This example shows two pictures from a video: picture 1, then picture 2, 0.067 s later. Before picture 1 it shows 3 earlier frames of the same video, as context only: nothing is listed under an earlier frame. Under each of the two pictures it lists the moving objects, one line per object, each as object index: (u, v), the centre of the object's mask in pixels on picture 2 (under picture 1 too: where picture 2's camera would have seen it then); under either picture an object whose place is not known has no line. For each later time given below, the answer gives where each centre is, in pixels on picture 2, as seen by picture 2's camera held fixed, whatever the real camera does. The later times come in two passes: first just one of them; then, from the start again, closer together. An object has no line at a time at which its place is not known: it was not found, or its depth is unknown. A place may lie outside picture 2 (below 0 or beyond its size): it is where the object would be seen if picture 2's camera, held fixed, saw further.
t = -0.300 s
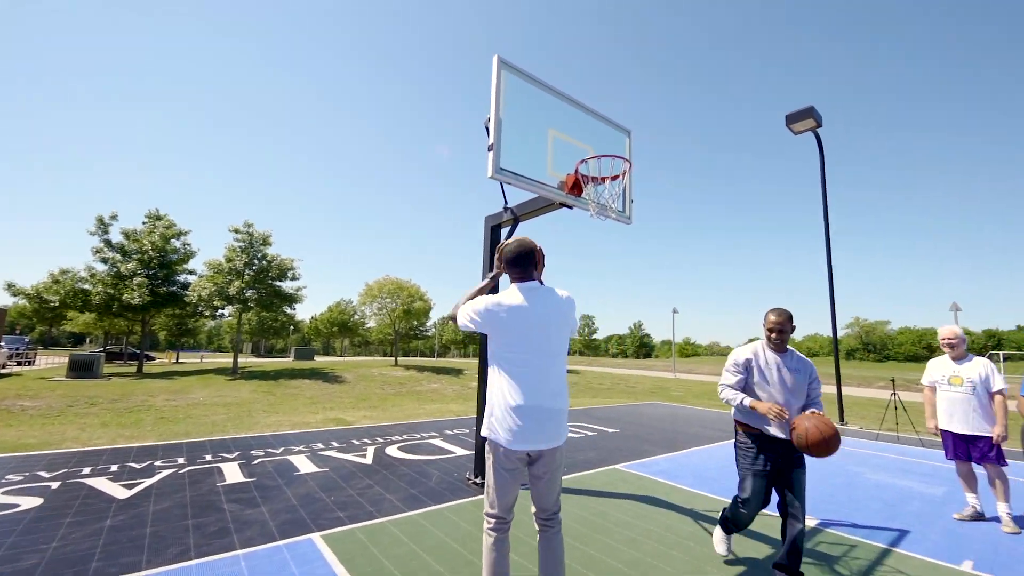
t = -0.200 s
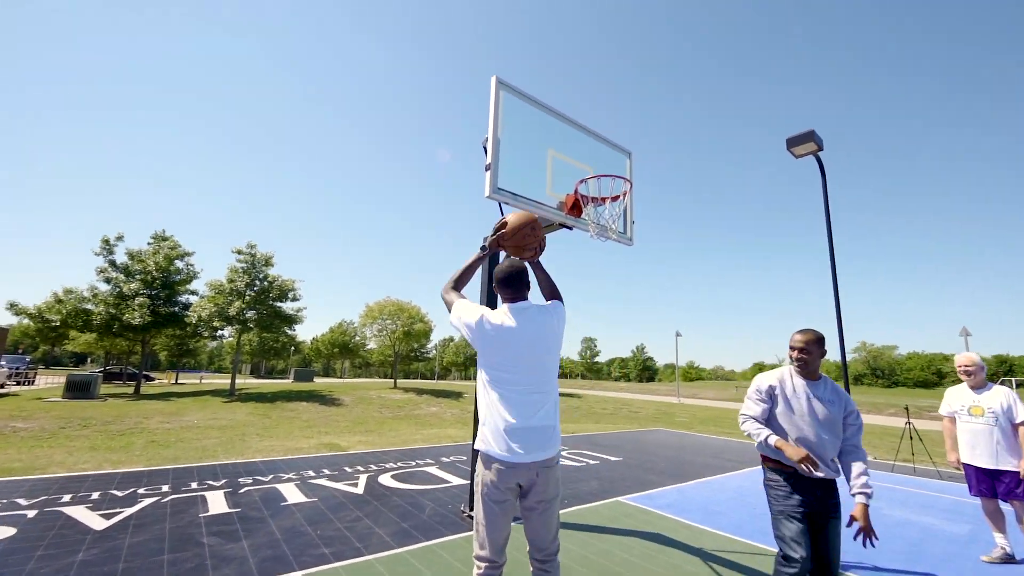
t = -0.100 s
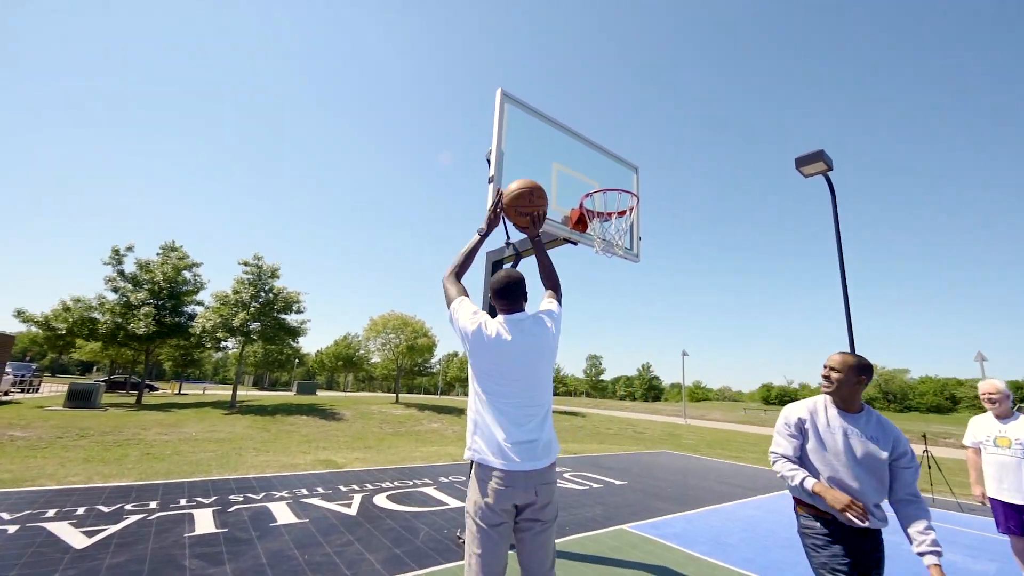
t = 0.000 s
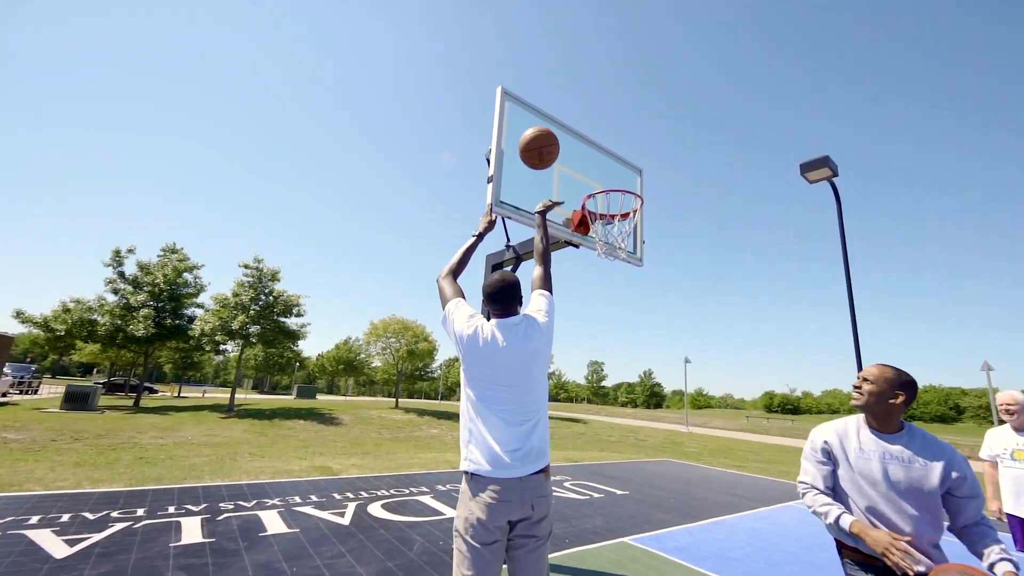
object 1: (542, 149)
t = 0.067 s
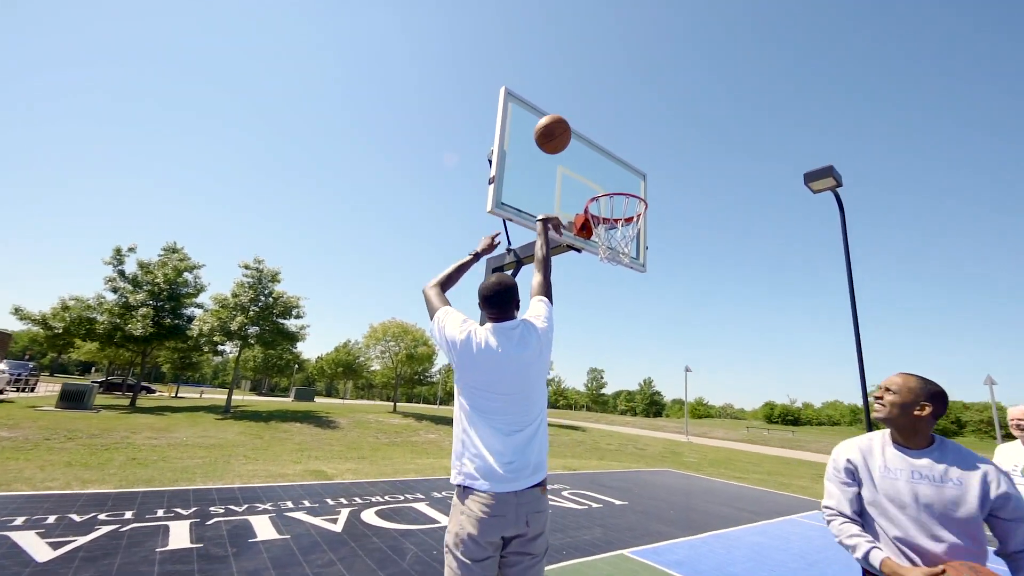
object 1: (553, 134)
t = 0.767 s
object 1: (627, 343)
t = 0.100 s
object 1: (557, 133)
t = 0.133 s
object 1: (561, 135)
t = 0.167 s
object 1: (563, 140)
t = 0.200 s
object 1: (566, 147)
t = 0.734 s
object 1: (630, 316)
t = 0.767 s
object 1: (627, 343)
